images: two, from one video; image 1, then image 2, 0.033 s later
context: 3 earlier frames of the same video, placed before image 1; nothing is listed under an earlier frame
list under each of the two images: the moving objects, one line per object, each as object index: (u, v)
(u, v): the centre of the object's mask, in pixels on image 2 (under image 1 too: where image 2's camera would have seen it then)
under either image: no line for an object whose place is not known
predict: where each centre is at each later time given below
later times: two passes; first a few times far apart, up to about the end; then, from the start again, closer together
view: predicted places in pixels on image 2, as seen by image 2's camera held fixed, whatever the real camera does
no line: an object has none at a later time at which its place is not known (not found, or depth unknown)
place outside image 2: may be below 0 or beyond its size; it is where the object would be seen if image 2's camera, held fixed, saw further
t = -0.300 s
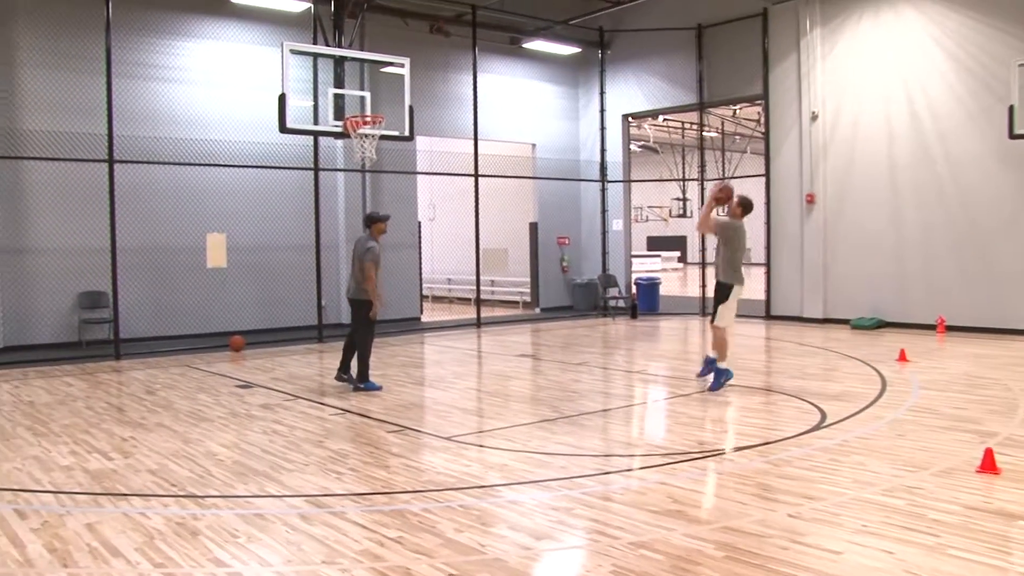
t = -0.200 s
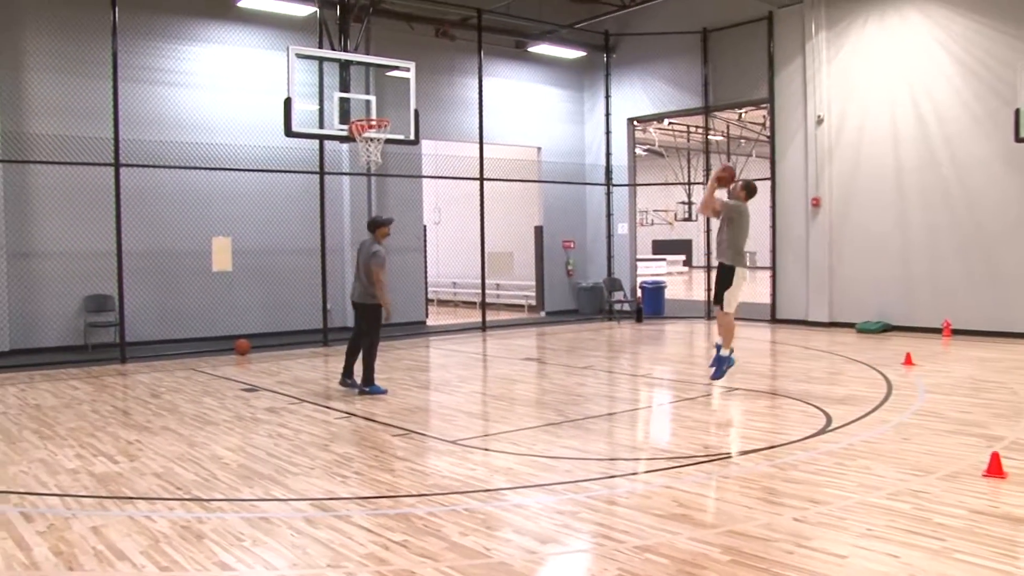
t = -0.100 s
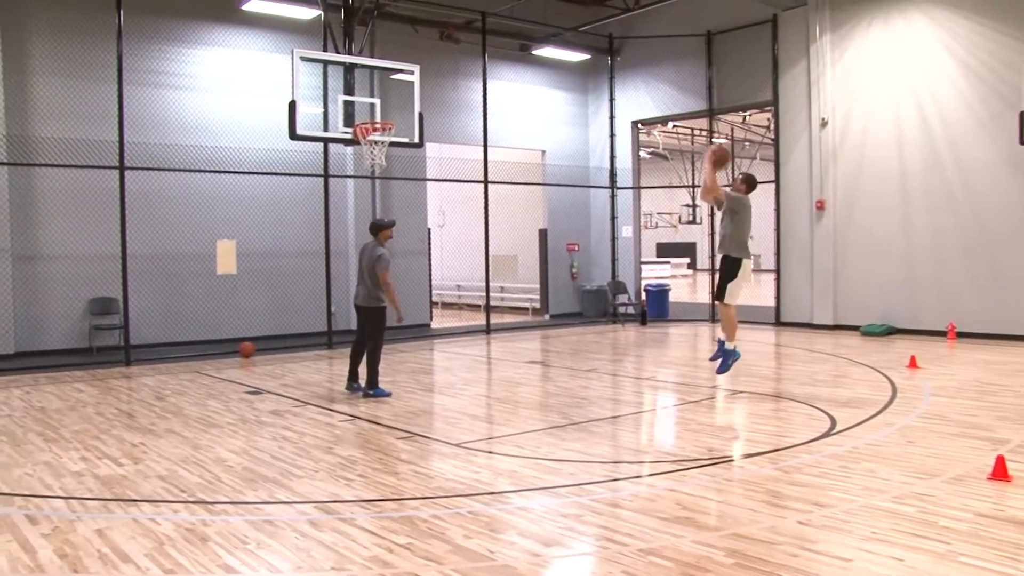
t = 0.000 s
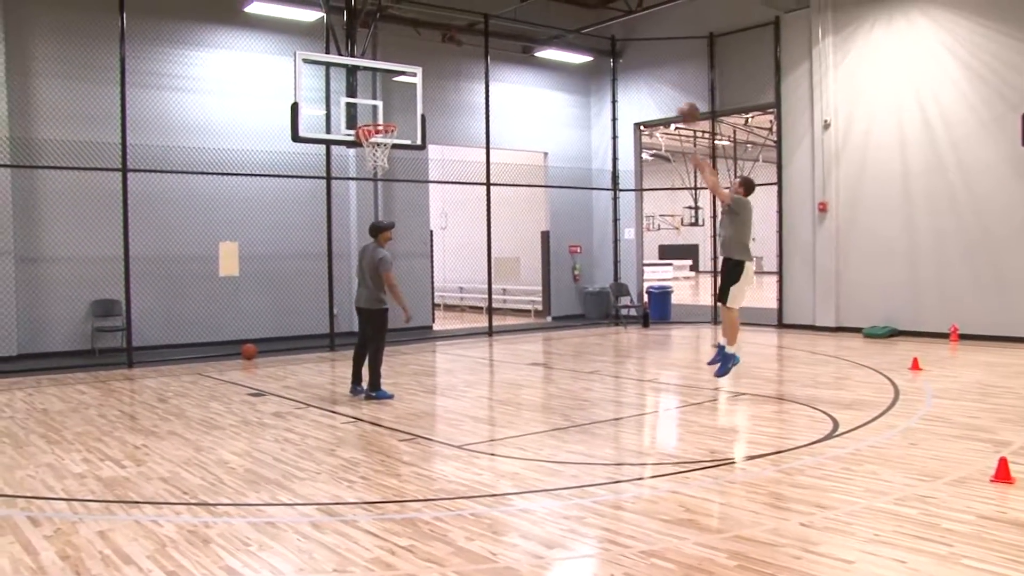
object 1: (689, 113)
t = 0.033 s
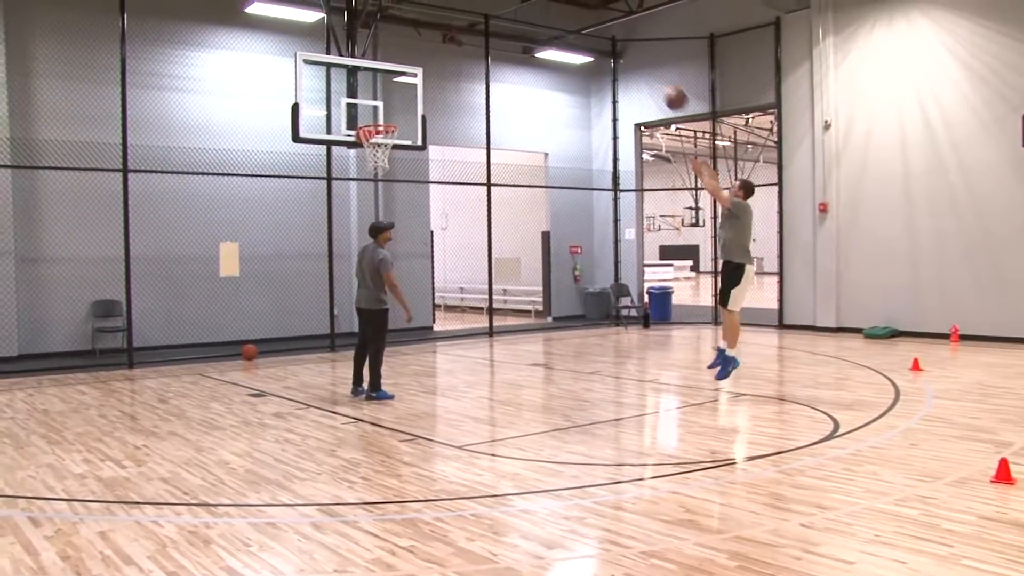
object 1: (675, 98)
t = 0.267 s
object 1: (590, 33)
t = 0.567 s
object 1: (494, 22)
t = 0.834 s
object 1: (420, 74)
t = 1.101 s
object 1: (374, 124)
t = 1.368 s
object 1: (373, 121)
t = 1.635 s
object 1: (382, 142)
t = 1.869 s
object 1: (389, 175)
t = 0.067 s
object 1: (662, 85)
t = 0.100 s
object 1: (650, 73)
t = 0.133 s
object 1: (637, 61)
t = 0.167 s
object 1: (625, 53)
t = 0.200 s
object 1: (613, 46)
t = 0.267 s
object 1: (590, 33)
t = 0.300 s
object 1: (578, 27)
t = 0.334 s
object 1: (566, 23)
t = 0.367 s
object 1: (555, 20)
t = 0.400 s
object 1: (545, 18)
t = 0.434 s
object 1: (534, 17)
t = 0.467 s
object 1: (524, 16)
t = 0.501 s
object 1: (514, 17)
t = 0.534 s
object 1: (504, 18)
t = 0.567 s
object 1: (494, 22)
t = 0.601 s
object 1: (484, 27)
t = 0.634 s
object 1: (474, 30)
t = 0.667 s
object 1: (464, 36)
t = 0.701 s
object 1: (455, 40)
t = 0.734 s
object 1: (448, 48)
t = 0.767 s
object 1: (438, 56)
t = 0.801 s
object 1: (429, 65)
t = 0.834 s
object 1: (420, 74)
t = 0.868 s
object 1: (409, 87)
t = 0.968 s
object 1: (384, 119)
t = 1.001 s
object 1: (380, 120)
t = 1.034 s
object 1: (376, 121)
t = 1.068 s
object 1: (373, 124)
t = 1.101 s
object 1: (374, 124)
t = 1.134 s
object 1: (379, 123)
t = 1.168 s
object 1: (384, 123)
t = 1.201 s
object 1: (388, 121)
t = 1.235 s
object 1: (386, 120)
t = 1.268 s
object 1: (382, 119)
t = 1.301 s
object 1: (379, 119)
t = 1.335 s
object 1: (376, 119)
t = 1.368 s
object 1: (373, 121)
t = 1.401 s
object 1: (369, 122)
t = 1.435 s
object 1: (371, 123)
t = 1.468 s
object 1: (373, 123)
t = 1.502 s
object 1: (376, 123)
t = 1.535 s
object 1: (378, 134)
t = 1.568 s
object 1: (382, 138)
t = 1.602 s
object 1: (382, 138)
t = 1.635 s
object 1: (382, 142)
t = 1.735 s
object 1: (388, 156)
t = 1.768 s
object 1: (389, 166)
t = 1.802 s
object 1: (389, 168)
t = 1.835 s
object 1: (389, 170)
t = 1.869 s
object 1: (389, 175)
